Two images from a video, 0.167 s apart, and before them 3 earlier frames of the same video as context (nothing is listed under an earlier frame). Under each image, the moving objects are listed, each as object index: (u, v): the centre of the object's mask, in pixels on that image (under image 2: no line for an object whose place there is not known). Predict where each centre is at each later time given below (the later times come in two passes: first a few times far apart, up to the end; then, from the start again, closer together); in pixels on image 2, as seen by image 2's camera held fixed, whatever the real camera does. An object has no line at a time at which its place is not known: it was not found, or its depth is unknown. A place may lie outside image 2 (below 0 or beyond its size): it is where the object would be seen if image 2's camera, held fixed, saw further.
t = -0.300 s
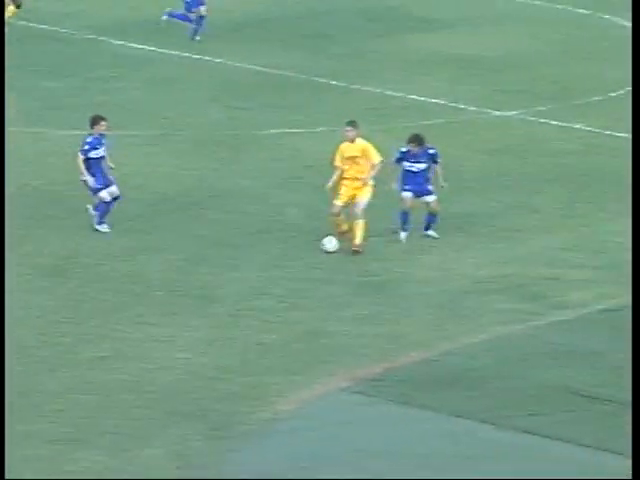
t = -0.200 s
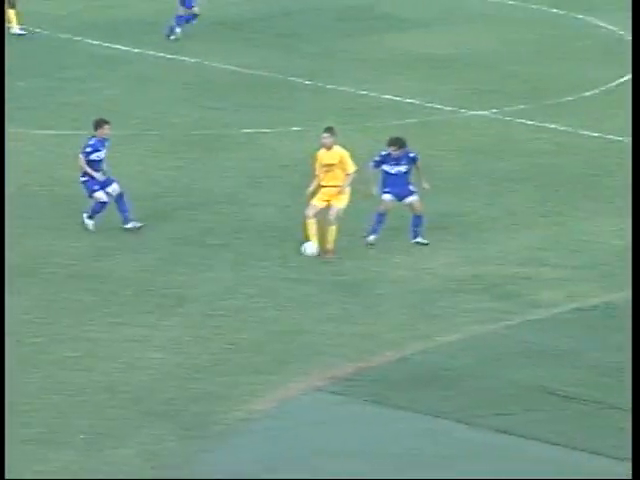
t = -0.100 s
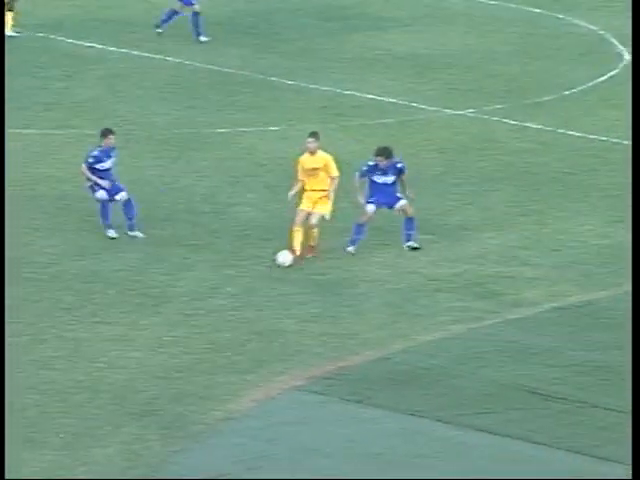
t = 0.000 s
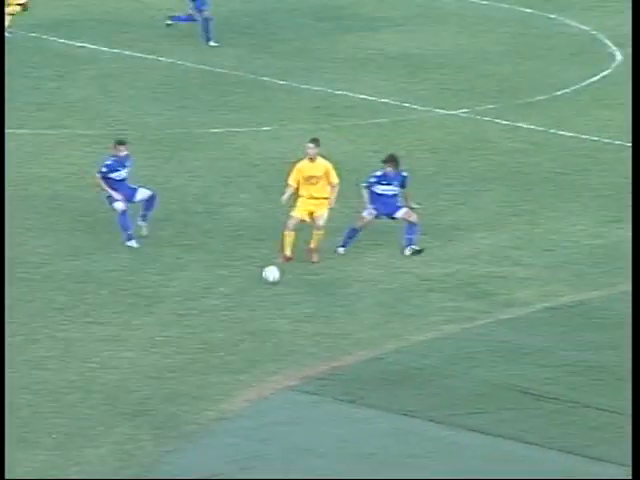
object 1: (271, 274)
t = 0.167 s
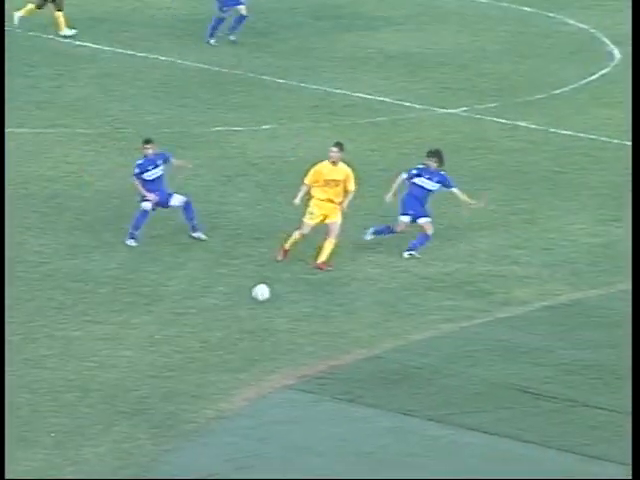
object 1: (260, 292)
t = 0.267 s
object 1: (255, 307)
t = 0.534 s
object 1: (247, 343)
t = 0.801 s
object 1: (240, 370)
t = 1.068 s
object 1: (236, 398)
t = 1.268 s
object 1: (230, 418)
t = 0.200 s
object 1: (259, 296)
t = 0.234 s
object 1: (258, 301)
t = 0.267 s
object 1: (255, 307)
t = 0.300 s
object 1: (255, 313)
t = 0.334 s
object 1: (253, 320)
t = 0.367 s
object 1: (253, 323)
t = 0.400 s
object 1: (251, 324)
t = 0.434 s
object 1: (250, 328)
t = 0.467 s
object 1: (249, 332)
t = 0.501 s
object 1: (248, 337)
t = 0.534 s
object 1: (247, 343)
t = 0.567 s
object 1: (246, 345)
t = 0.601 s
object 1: (246, 348)
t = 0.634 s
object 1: (245, 352)
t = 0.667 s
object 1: (244, 355)
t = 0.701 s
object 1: (244, 360)
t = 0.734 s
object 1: (242, 363)
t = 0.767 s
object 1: (241, 366)
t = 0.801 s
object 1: (240, 370)
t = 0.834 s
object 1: (240, 374)
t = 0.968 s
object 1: (237, 387)
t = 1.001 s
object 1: (238, 389)
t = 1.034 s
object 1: (237, 393)
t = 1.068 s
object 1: (236, 398)
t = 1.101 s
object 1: (235, 403)
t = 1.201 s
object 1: (233, 411)
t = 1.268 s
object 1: (230, 418)
